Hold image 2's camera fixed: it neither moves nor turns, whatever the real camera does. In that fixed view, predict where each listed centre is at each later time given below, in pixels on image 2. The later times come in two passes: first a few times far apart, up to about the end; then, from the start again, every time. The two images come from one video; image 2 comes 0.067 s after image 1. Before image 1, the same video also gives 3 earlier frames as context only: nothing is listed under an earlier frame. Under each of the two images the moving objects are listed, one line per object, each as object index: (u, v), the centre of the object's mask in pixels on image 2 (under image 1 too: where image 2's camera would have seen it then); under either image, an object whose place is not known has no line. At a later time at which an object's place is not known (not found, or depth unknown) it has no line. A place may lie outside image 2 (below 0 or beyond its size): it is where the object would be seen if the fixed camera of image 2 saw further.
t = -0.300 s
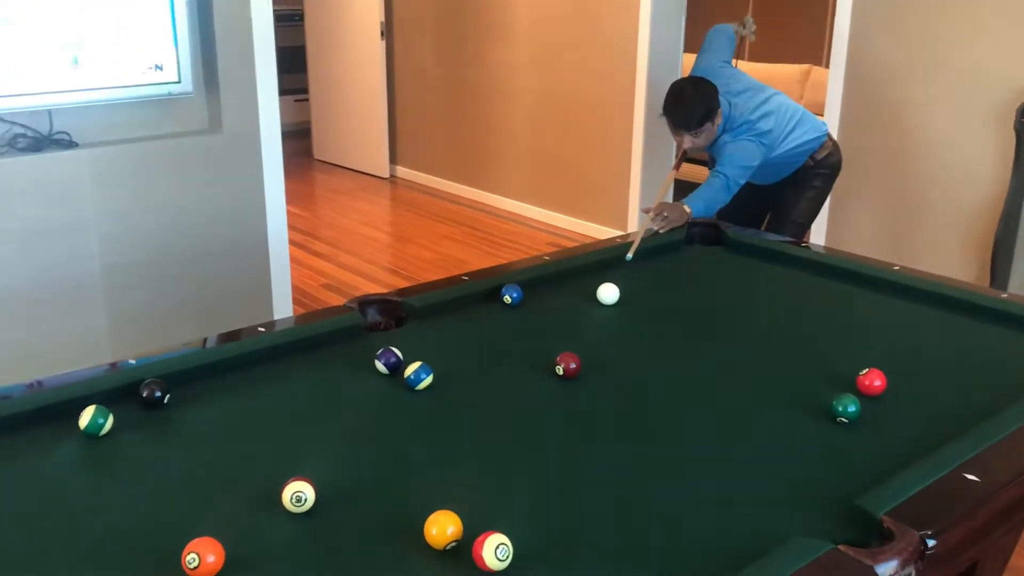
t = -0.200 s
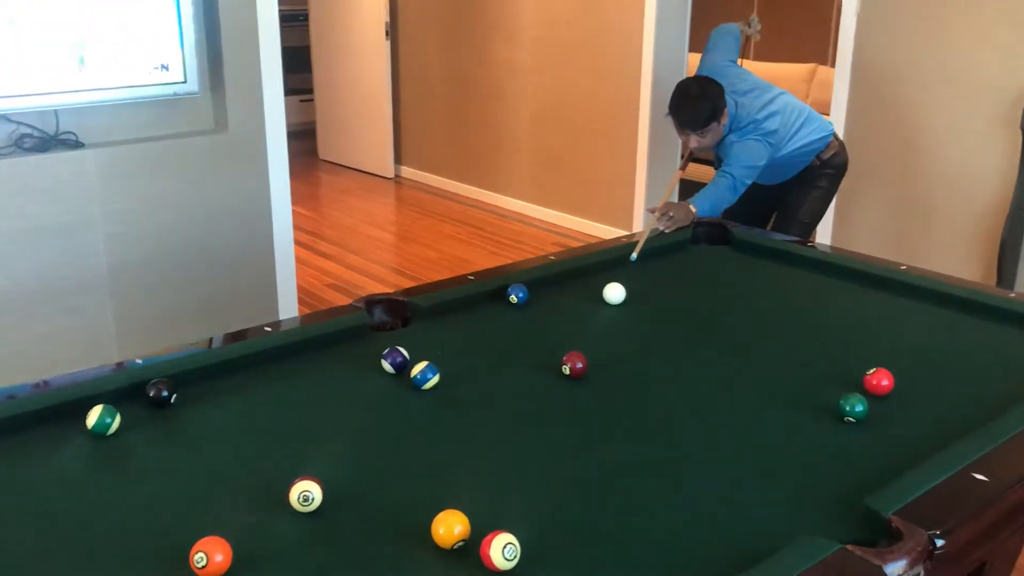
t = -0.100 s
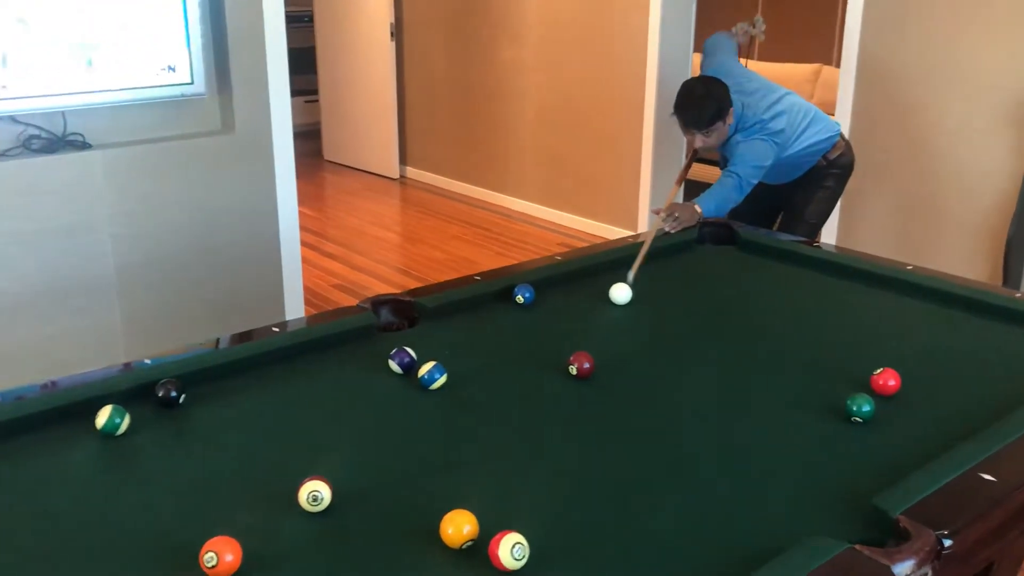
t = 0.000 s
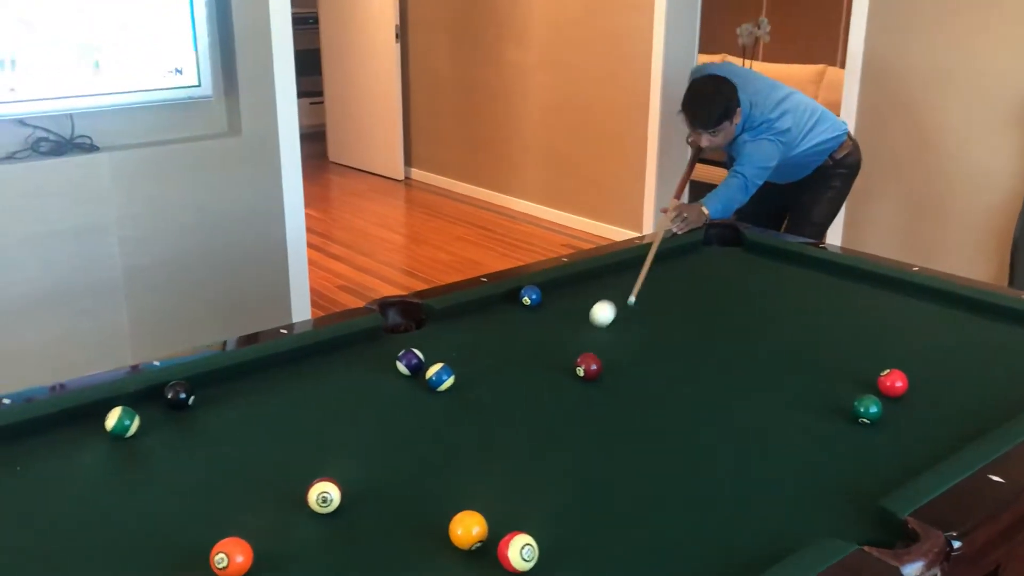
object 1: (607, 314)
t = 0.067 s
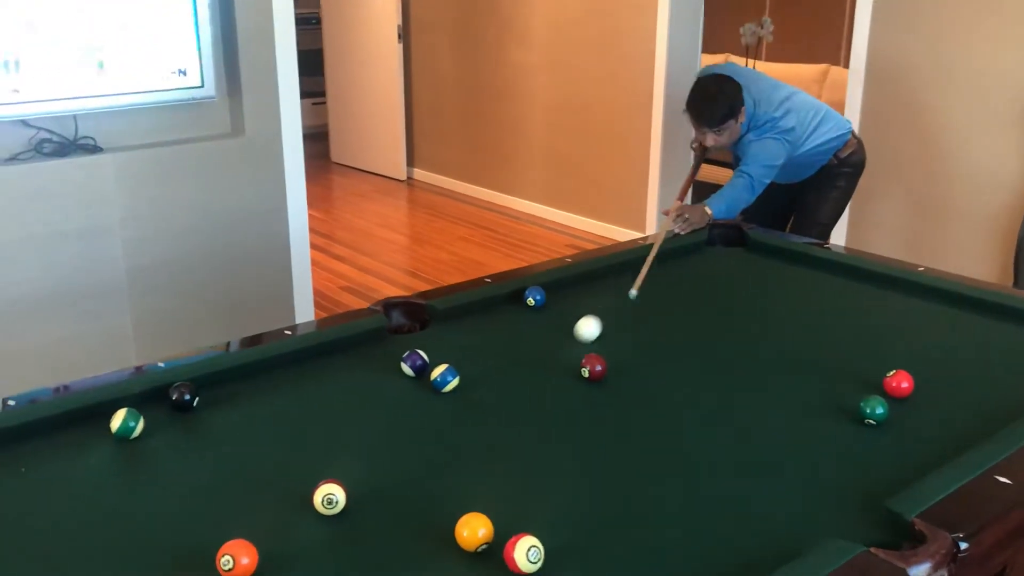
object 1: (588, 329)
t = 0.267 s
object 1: (531, 376)
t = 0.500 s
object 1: (447, 447)
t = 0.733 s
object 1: (329, 545)
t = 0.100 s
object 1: (579, 336)
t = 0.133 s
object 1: (569, 343)
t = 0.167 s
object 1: (560, 351)
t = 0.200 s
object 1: (551, 359)
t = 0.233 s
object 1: (541, 367)
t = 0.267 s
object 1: (531, 376)
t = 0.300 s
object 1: (520, 385)
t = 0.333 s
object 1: (509, 394)
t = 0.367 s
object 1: (497, 404)
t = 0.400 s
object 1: (486, 414)
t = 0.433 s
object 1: (473, 424)
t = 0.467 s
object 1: (460, 436)
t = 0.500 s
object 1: (447, 447)
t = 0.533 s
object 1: (433, 459)
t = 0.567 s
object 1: (417, 471)
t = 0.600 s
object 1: (402, 485)
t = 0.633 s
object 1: (385, 499)
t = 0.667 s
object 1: (368, 514)
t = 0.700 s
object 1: (348, 530)
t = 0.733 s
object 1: (329, 545)
